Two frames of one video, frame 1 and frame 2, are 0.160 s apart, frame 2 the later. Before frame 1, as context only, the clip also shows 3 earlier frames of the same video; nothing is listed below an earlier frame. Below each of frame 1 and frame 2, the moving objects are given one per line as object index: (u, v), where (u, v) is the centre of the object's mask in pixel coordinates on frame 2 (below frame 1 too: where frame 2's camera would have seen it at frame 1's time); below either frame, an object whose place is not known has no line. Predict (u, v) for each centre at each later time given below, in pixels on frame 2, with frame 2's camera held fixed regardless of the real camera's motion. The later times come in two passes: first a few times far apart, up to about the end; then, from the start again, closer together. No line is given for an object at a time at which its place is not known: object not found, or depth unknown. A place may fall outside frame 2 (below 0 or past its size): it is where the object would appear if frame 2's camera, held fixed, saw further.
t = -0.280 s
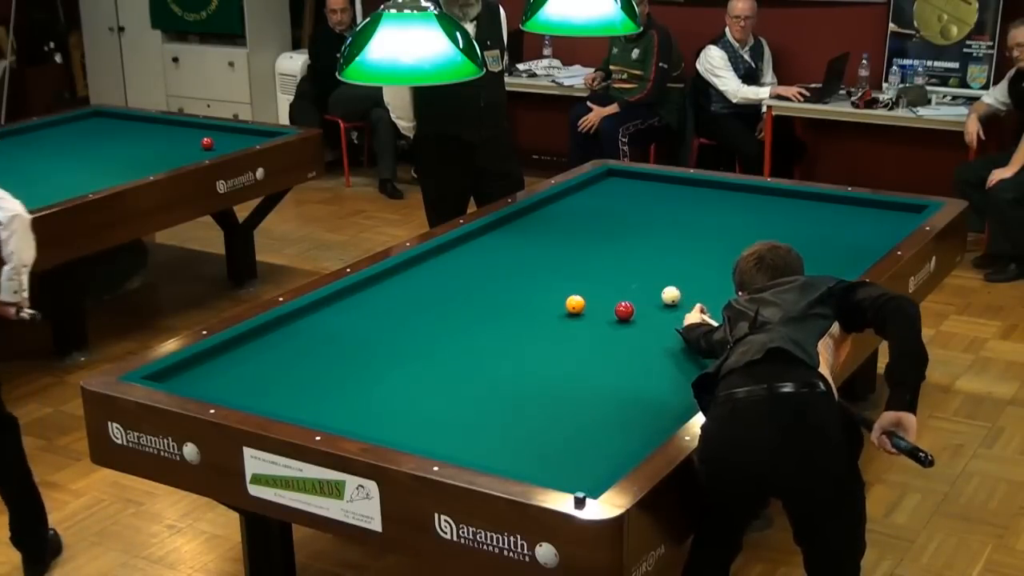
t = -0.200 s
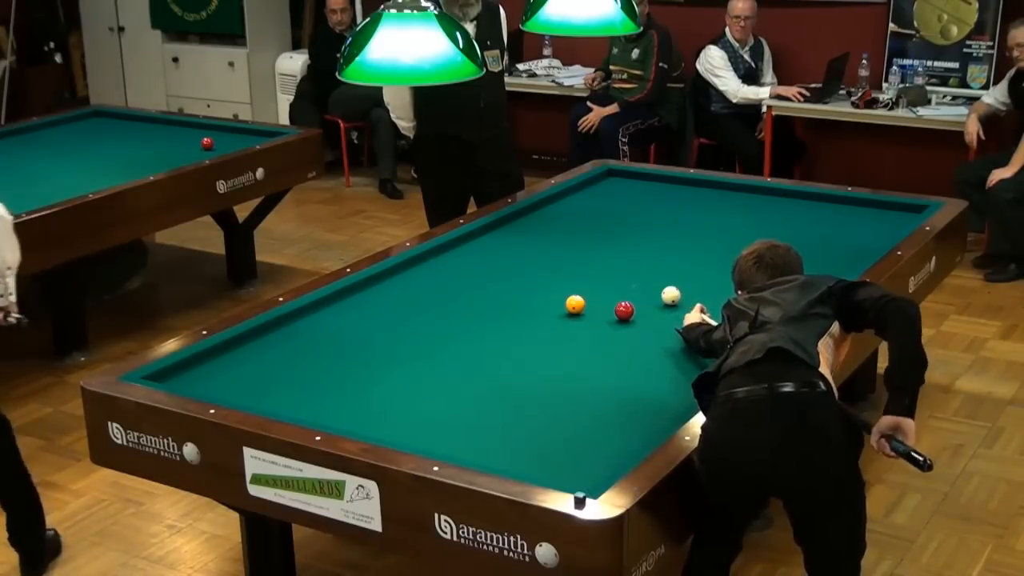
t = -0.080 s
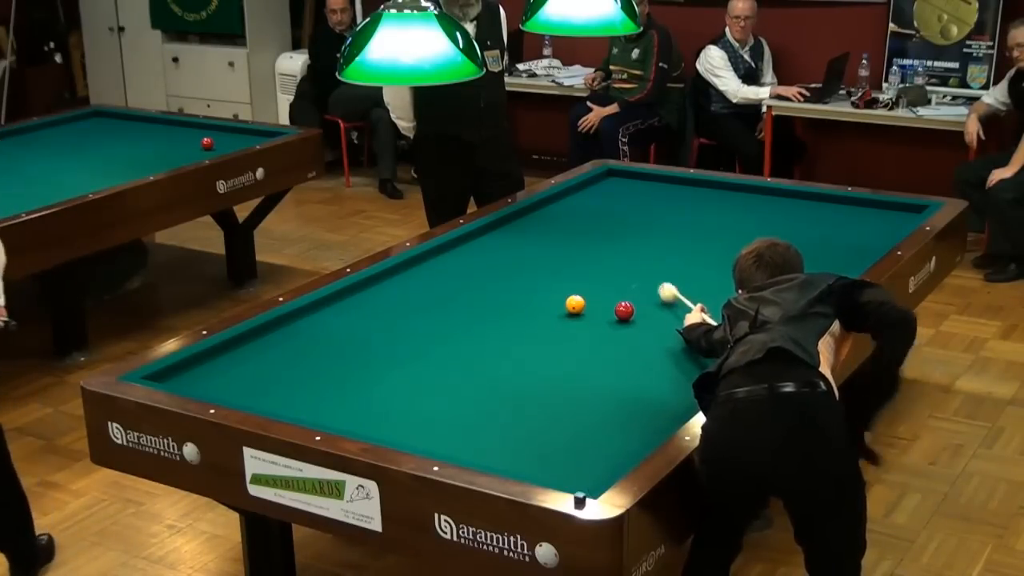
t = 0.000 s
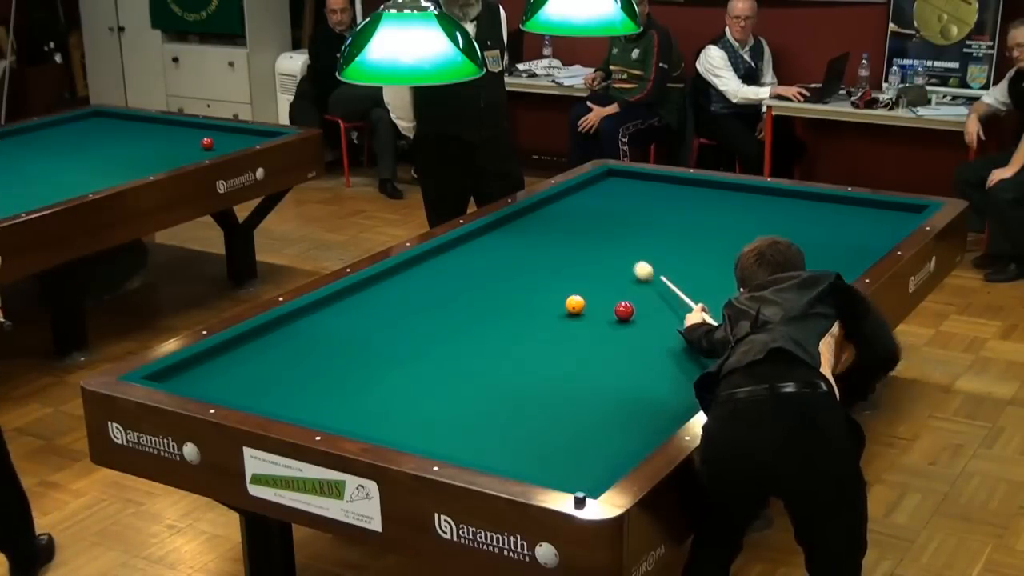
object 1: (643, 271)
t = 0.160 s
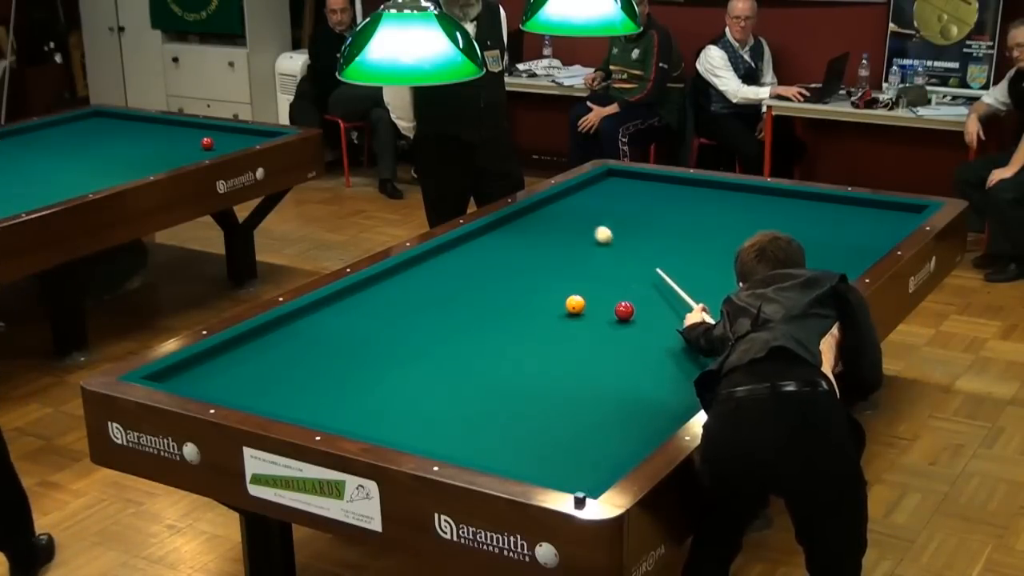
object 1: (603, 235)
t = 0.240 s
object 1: (586, 220)
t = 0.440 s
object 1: (589, 192)
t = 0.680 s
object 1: (692, 185)
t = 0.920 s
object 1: (735, 212)
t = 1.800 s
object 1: (719, 289)
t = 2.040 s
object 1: (653, 300)
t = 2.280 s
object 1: (592, 302)
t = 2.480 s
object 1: (576, 297)
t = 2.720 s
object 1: (556, 292)
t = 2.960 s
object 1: (537, 287)
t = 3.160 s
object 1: (523, 282)
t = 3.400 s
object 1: (506, 278)
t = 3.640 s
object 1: (490, 273)
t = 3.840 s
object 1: (477, 270)
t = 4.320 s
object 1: (451, 261)
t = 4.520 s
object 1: (439, 260)
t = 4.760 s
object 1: (426, 256)
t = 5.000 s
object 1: (437, 255)
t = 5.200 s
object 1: (446, 254)
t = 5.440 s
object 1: (456, 253)
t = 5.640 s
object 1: (464, 253)
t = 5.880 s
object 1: (473, 252)
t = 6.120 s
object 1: (481, 251)
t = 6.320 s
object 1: (486, 250)
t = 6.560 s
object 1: (493, 250)
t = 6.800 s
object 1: (499, 249)
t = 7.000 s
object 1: (504, 249)
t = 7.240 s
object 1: (508, 249)
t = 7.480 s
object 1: (512, 248)
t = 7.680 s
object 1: (515, 248)
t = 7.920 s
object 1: (517, 247)
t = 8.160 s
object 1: (519, 247)
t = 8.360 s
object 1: (520, 247)
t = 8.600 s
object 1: (521, 247)
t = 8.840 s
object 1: (521, 247)
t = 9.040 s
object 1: (521, 247)
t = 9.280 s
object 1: (521, 247)
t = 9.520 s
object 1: (521, 247)
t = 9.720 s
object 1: (521, 247)
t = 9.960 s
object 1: (521, 247)
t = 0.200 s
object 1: (595, 227)
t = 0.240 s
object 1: (586, 220)
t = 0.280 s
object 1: (579, 213)
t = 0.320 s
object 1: (571, 206)
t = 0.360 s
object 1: (564, 199)
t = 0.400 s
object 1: (567, 194)
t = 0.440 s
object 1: (589, 192)
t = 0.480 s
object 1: (610, 189)
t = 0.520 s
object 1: (630, 187)
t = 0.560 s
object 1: (650, 184)
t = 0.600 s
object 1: (668, 182)
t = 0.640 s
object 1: (685, 180)
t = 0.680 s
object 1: (692, 185)
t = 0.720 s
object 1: (699, 189)
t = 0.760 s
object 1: (706, 194)
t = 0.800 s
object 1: (713, 198)
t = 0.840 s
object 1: (720, 203)
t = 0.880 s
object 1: (728, 207)
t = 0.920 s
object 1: (735, 212)
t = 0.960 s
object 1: (743, 214)
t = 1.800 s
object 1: (719, 289)
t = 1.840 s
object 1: (714, 289)
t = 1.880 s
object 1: (703, 292)
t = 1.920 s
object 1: (690, 294)
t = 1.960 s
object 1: (678, 296)
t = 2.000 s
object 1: (665, 299)
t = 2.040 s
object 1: (653, 300)
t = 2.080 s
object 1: (641, 302)
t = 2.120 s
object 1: (628, 301)
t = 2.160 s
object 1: (616, 302)
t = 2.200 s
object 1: (605, 303)
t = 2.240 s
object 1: (595, 303)
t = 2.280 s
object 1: (592, 302)
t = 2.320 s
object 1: (590, 301)
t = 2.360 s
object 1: (587, 300)
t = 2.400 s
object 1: (583, 299)
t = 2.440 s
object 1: (580, 298)
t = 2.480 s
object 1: (576, 297)
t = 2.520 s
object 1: (573, 296)
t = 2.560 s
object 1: (569, 295)
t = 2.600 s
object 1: (566, 294)
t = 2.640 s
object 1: (563, 294)
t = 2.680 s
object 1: (559, 293)
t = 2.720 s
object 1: (556, 292)
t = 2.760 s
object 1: (553, 291)
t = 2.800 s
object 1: (550, 290)
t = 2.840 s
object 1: (547, 289)
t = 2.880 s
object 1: (544, 288)
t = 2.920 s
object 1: (541, 287)
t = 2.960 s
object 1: (537, 287)
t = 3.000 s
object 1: (535, 286)
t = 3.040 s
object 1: (532, 285)
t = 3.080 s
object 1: (528, 284)
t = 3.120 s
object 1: (526, 283)
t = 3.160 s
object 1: (523, 282)
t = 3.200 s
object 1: (520, 282)
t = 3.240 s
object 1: (517, 281)
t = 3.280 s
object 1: (514, 280)
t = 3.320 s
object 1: (512, 279)
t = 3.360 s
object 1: (509, 279)
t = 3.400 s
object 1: (506, 278)
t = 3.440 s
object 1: (503, 277)
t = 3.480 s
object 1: (501, 277)
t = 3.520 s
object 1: (498, 276)
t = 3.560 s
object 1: (495, 275)
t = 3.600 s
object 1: (492, 274)
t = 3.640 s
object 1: (490, 273)
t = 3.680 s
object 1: (487, 273)
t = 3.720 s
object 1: (485, 272)
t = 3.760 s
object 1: (482, 272)
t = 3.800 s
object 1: (480, 271)
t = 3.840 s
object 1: (477, 270)
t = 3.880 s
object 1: (475, 270)
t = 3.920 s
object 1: (472, 269)
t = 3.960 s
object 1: (468, 266)
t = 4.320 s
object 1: (451, 261)
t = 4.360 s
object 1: (447, 262)
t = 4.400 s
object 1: (445, 261)
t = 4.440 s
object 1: (443, 261)
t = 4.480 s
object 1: (441, 260)
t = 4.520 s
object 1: (439, 260)
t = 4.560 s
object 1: (437, 259)
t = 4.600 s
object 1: (434, 258)
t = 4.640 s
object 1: (432, 258)
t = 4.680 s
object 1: (430, 257)
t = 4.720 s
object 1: (429, 257)
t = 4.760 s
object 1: (426, 256)
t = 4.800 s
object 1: (428, 256)
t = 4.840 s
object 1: (430, 256)
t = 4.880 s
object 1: (432, 256)
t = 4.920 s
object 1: (433, 255)
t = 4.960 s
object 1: (435, 255)
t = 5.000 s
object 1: (437, 255)
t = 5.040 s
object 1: (439, 255)
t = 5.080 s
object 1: (441, 255)
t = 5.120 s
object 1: (442, 255)
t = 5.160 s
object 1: (444, 254)
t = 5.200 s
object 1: (446, 254)
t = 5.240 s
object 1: (448, 254)
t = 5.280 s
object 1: (450, 254)
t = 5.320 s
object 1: (451, 254)
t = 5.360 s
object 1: (453, 254)
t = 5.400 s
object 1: (454, 253)
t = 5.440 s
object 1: (456, 253)
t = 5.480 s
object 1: (458, 253)
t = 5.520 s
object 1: (459, 253)
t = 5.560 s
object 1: (461, 253)
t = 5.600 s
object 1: (462, 253)
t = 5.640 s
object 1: (464, 253)
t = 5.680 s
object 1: (465, 252)
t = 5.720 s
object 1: (467, 252)
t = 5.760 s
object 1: (469, 252)
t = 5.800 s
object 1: (470, 252)
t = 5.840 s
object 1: (471, 252)
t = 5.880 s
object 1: (473, 252)
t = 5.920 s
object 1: (474, 251)
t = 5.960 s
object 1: (475, 251)
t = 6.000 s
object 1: (477, 251)
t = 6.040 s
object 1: (478, 251)
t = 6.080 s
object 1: (480, 251)
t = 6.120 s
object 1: (481, 251)
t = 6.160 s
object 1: (482, 251)
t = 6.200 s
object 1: (483, 251)
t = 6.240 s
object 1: (484, 250)
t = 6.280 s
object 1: (485, 250)
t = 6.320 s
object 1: (486, 250)
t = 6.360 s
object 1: (488, 250)
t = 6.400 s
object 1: (489, 250)
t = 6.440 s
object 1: (490, 250)
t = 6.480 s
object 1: (491, 250)
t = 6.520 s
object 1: (492, 250)
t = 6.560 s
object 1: (493, 250)
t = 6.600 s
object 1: (494, 250)
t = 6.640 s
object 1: (495, 250)
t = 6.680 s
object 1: (496, 250)
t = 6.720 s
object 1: (497, 249)
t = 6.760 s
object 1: (498, 249)
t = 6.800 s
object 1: (499, 249)
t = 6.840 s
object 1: (500, 249)
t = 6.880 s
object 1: (501, 249)
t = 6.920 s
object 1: (502, 249)
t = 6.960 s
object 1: (503, 249)
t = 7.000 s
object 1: (504, 249)
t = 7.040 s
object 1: (504, 249)
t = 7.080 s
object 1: (505, 249)
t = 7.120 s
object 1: (506, 249)
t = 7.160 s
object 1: (507, 249)
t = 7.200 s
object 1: (508, 249)
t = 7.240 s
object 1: (508, 249)
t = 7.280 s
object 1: (509, 248)
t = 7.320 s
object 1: (510, 248)
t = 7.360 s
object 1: (510, 248)
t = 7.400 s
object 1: (511, 248)
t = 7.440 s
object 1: (511, 248)
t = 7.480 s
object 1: (512, 248)
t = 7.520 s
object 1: (513, 248)
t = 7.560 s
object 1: (513, 248)
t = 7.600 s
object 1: (514, 248)
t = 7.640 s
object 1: (514, 248)
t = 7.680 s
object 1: (515, 248)
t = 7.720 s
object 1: (515, 248)
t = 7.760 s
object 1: (515, 248)
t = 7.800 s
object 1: (516, 248)
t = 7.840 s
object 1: (516, 247)
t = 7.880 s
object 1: (517, 247)
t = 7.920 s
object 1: (517, 247)
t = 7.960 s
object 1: (518, 247)
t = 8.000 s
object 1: (518, 247)
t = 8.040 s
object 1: (518, 247)
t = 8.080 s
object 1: (518, 247)
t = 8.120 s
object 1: (519, 247)
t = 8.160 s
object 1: (519, 247)
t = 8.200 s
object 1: (519, 247)
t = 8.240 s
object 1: (520, 247)
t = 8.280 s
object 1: (520, 247)
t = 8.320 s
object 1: (520, 247)
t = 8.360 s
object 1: (520, 247)
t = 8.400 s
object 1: (520, 247)
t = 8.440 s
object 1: (521, 247)
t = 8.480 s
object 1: (521, 247)
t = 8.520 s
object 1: (521, 247)
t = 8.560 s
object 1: (521, 247)
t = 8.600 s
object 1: (521, 247)
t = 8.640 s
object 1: (521, 247)
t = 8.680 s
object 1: (521, 247)
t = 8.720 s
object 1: (521, 247)
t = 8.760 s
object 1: (521, 247)
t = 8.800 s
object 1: (521, 247)
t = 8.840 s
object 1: (521, 247)
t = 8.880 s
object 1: (521, 247)
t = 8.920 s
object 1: (521, 247)
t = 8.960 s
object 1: (521, 247)
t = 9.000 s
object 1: (521, 247)
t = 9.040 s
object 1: (521, 247)
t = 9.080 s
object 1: (521, 247)
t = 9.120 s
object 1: (521, 247)
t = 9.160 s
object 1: (521, 247)
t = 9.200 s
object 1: (521, 247)
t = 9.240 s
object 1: (521, 247)
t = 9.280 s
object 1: (521, 247)
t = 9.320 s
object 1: (521, 247)
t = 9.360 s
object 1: (521, 247)
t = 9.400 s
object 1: (521, 247)
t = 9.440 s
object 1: (521, 247)
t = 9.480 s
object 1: (521, 247)
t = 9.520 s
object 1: (521, 247)
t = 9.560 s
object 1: (521, 247)
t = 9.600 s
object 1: (521, 247)
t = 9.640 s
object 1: (521, 247)
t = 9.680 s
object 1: (521, 247)
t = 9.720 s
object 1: (521, 247)
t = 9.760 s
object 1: (521, 247)
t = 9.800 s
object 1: (521, 247)
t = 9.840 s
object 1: (521, 247)
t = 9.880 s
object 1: (521, 247)
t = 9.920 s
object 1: (521, 247)
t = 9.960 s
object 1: (521, 247)
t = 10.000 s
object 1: (521, 247)
